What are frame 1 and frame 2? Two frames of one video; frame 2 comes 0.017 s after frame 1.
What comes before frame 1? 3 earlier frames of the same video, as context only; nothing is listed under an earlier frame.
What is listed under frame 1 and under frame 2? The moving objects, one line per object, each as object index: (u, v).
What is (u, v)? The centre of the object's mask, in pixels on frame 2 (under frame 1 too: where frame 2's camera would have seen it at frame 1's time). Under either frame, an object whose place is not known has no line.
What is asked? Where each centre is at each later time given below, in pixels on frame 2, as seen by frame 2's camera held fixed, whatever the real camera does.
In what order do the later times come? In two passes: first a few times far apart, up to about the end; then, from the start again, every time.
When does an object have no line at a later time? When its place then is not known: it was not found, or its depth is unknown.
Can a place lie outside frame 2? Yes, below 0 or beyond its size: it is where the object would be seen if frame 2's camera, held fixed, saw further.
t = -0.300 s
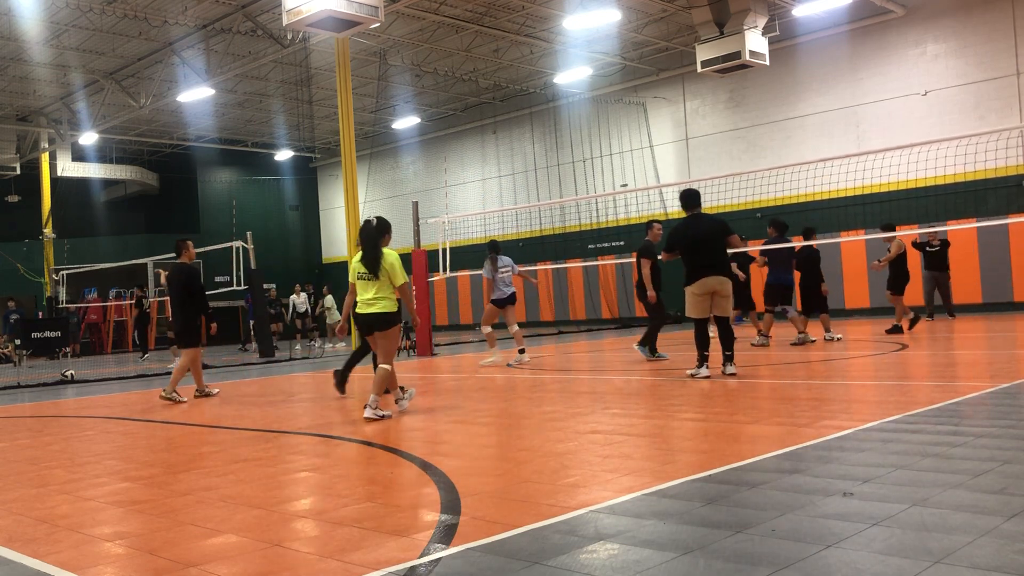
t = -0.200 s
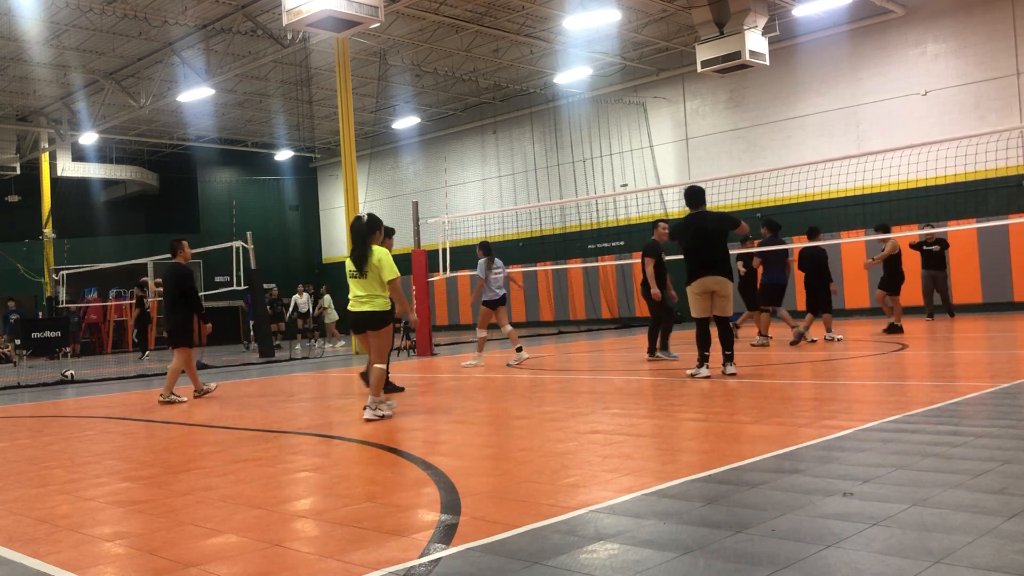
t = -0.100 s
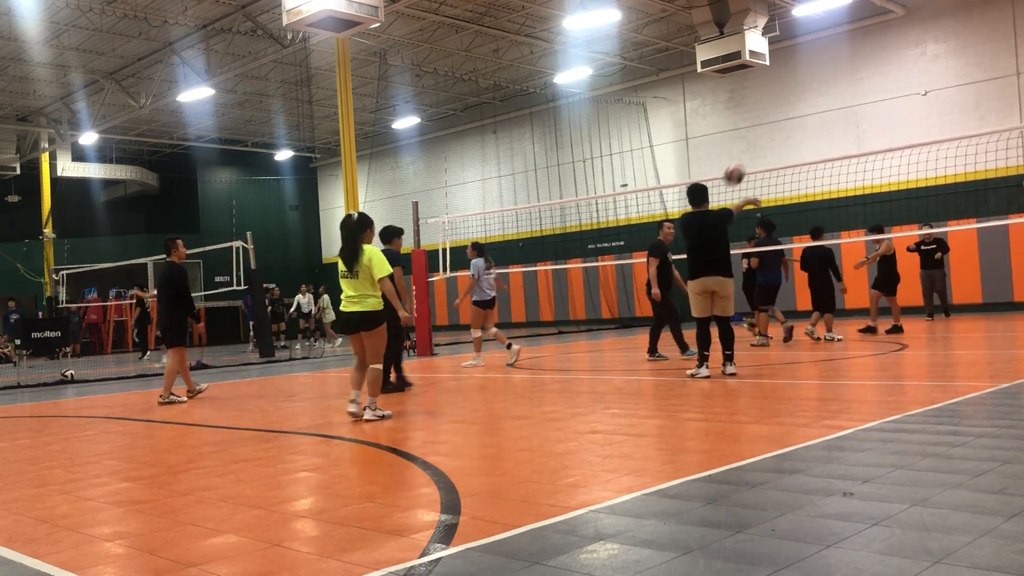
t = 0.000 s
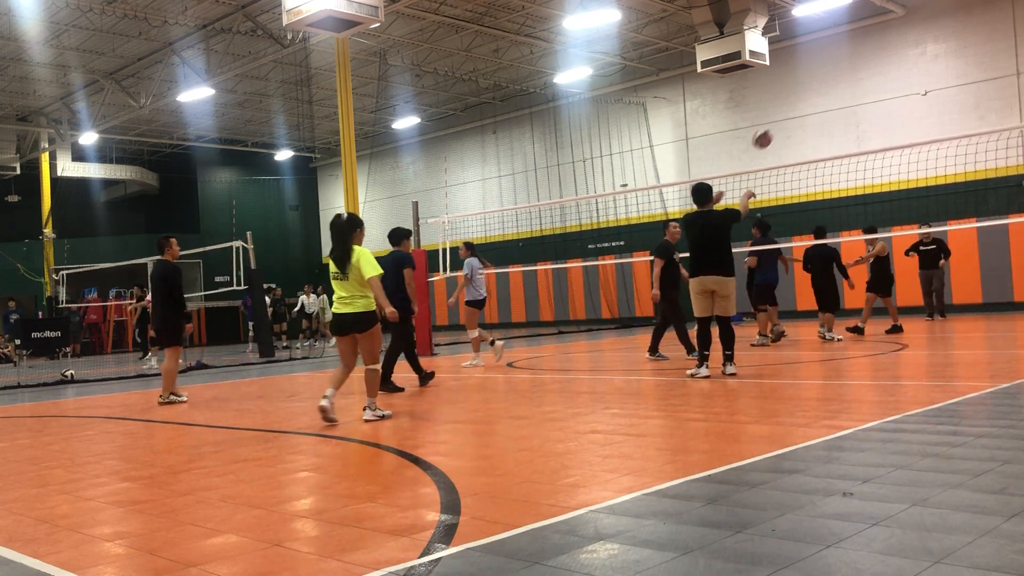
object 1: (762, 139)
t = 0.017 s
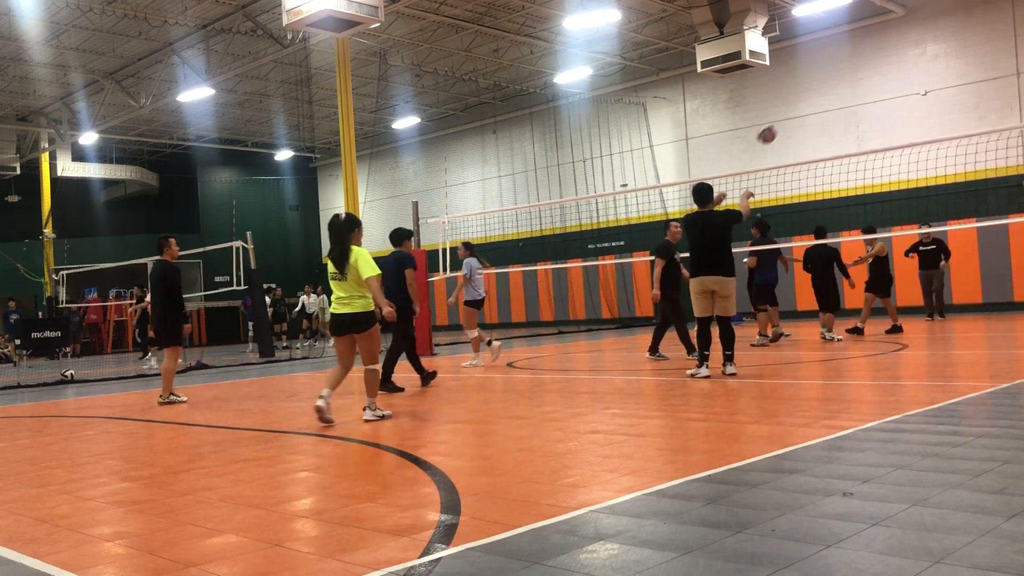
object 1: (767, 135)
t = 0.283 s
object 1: (824, 103)
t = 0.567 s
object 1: (871, 131)
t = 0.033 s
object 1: (771, 130)
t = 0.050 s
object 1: (775, 126)
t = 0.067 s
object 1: (779, 122)
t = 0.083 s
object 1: (783, 119)
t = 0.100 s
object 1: (787, 116)
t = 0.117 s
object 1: (791, 114)
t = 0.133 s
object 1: (794, 112)
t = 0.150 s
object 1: (798, 109)
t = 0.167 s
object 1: (801, 108)
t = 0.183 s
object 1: (805, 107)
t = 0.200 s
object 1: (808, 106)
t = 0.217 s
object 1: (811, 104)
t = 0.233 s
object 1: (815, 104)
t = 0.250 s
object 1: (818, 103)
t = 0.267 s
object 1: (821, 103)
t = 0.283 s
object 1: (824, 103)
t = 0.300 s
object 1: (827, 103)
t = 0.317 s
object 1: (830, 104)
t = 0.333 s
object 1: (833, 104)
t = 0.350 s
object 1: (836, 105)
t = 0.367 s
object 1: (839, 106)
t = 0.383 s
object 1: (842, 107)
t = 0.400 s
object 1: (845, 109)
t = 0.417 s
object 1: (848, 110)
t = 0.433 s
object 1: (850, 112)
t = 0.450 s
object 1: (853, 114)
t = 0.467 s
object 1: (856, 116)
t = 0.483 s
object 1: (859, 118)
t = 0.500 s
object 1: (861, 120)
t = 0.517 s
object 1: (864, 123)
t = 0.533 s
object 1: (866, 125)
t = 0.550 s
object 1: (869, 129)
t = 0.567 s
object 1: (871, 131)
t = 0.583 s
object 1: (873, 134)
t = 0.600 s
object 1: (876, 138)
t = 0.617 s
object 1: (879, 141)
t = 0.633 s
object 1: (881, 144)
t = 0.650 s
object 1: (882, 145)
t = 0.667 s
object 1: (886, 155)
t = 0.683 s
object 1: (888, 157)
